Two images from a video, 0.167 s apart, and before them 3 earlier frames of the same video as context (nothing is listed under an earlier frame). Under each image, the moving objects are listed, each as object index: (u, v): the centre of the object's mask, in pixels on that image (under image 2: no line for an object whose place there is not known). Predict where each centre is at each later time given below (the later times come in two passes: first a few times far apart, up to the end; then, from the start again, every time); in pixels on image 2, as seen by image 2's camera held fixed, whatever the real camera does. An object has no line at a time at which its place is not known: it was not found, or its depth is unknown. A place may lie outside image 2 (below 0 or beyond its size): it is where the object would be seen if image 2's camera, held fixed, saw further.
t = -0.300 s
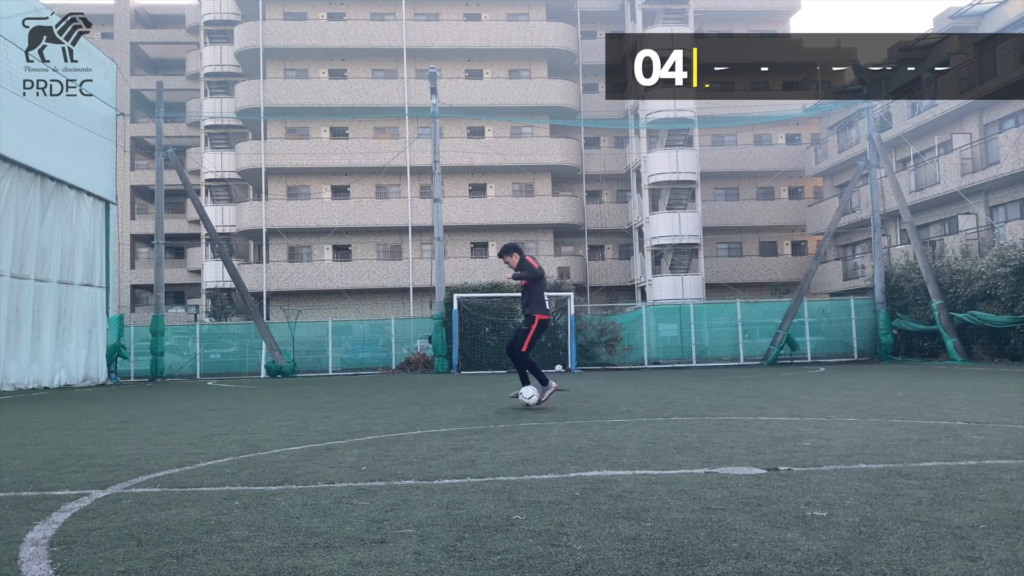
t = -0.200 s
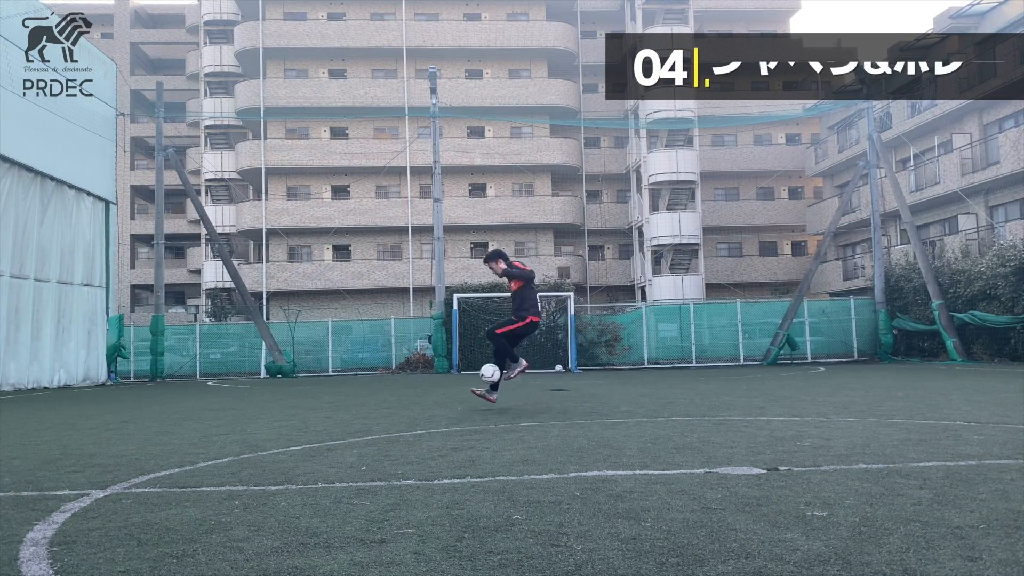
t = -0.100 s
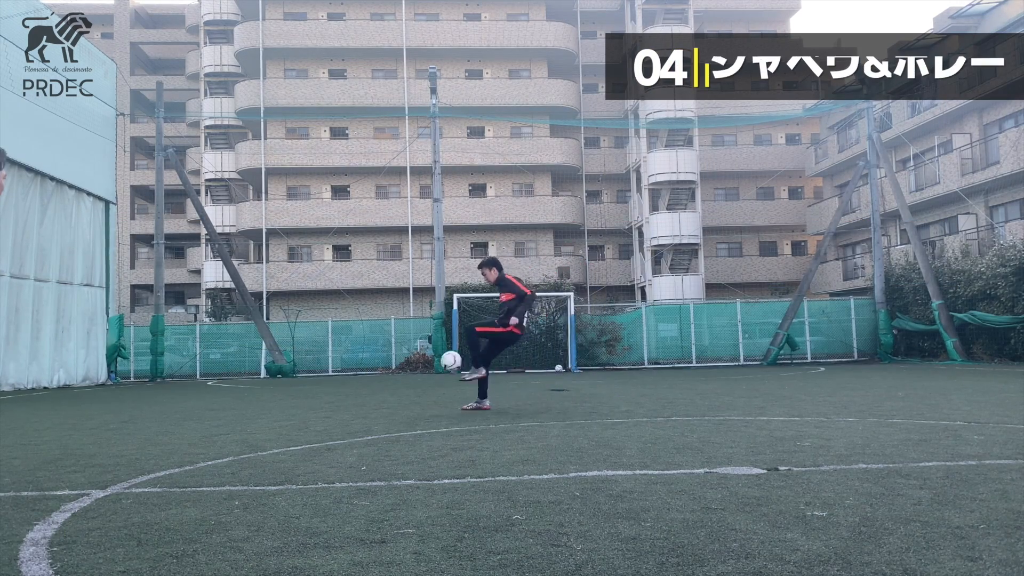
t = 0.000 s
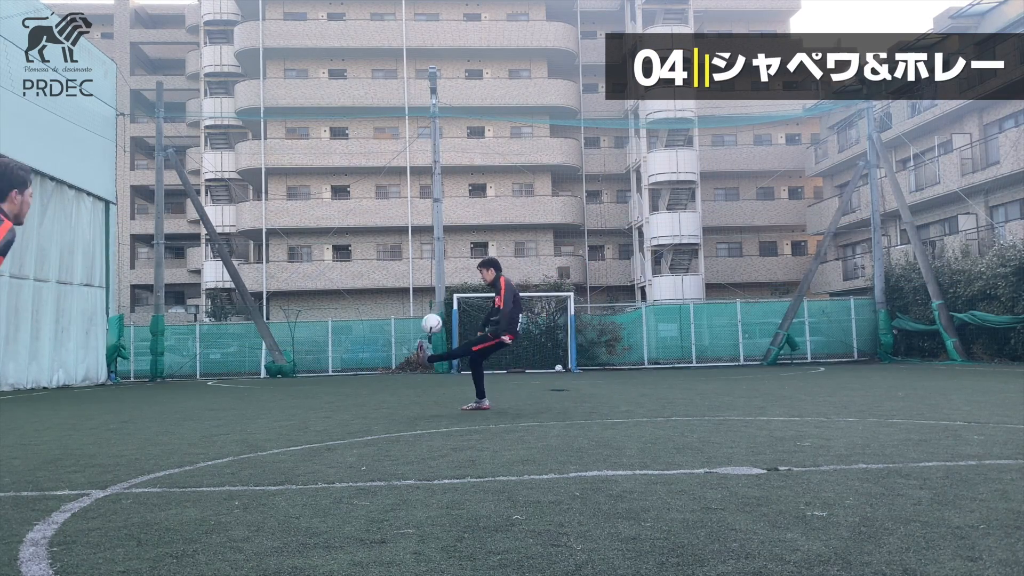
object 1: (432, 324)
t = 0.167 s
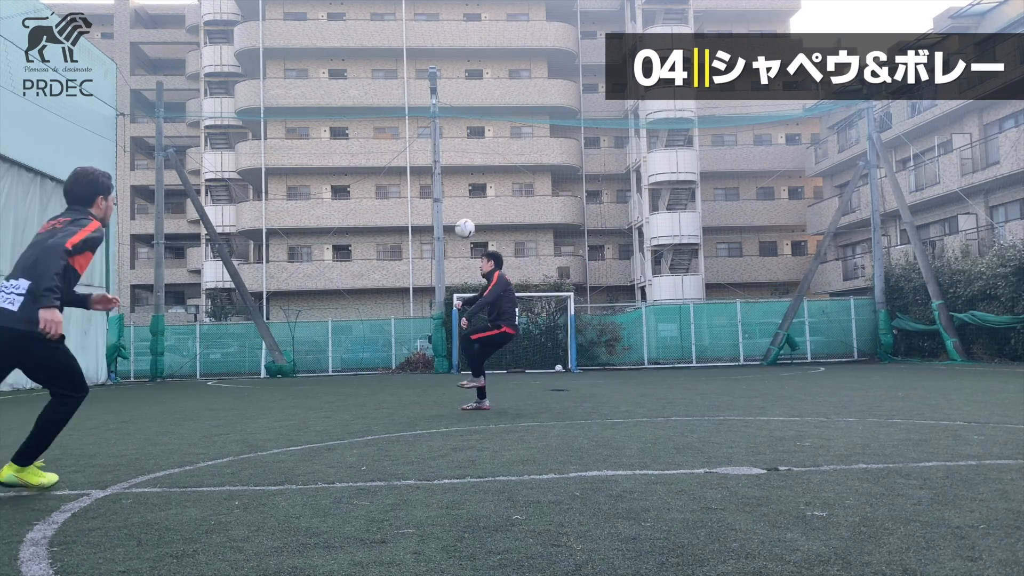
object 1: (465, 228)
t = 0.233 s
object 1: (478, 199)
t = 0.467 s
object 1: (521, 132)
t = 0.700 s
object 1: (562, 116)
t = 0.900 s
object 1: (595, 143)
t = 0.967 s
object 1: (607, 159)
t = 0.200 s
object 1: (471, 213)
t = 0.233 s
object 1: (478, 199)
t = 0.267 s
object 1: (484, 187)
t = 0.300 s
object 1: (490, 174)
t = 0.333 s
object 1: (496, 164)
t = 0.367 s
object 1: (503, 154)
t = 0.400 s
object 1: (509, 146)
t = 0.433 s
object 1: (514, 138)
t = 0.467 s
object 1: (521, 132)
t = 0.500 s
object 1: (527, 127)
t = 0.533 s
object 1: (532, 123)
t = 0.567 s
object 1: (538, 120)
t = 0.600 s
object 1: (544, 117)
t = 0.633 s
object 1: (550, 116)
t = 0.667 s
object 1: (556, 116)
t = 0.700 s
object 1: (562, 116)
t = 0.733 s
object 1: (567, 118)
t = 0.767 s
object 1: (573, 121)
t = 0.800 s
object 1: (579, 126)
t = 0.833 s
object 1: (584, 130)
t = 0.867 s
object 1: (590, 136)
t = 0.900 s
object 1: (595, 143)
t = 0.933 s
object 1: (601, 151)
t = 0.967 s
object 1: (607, 159)
